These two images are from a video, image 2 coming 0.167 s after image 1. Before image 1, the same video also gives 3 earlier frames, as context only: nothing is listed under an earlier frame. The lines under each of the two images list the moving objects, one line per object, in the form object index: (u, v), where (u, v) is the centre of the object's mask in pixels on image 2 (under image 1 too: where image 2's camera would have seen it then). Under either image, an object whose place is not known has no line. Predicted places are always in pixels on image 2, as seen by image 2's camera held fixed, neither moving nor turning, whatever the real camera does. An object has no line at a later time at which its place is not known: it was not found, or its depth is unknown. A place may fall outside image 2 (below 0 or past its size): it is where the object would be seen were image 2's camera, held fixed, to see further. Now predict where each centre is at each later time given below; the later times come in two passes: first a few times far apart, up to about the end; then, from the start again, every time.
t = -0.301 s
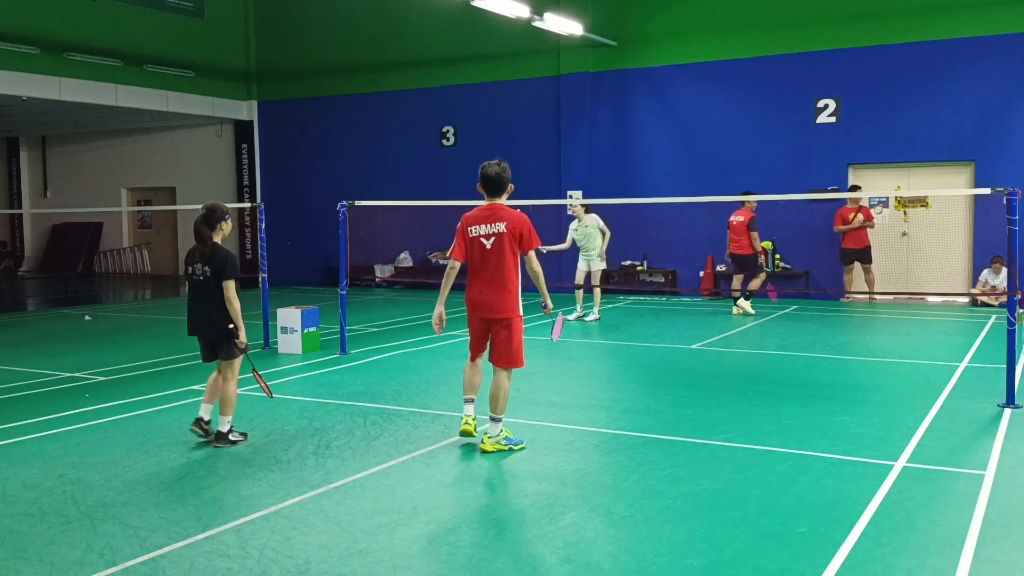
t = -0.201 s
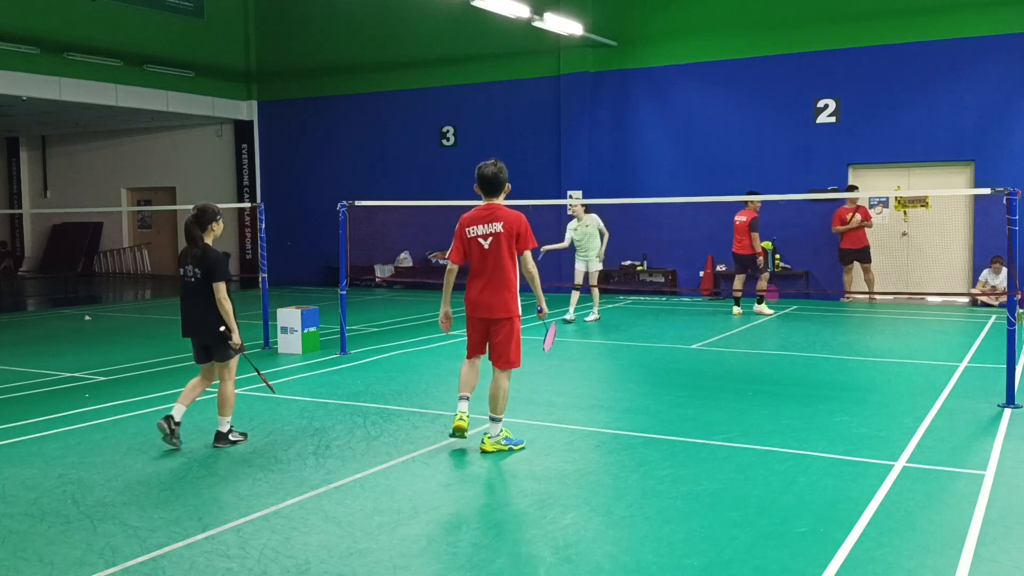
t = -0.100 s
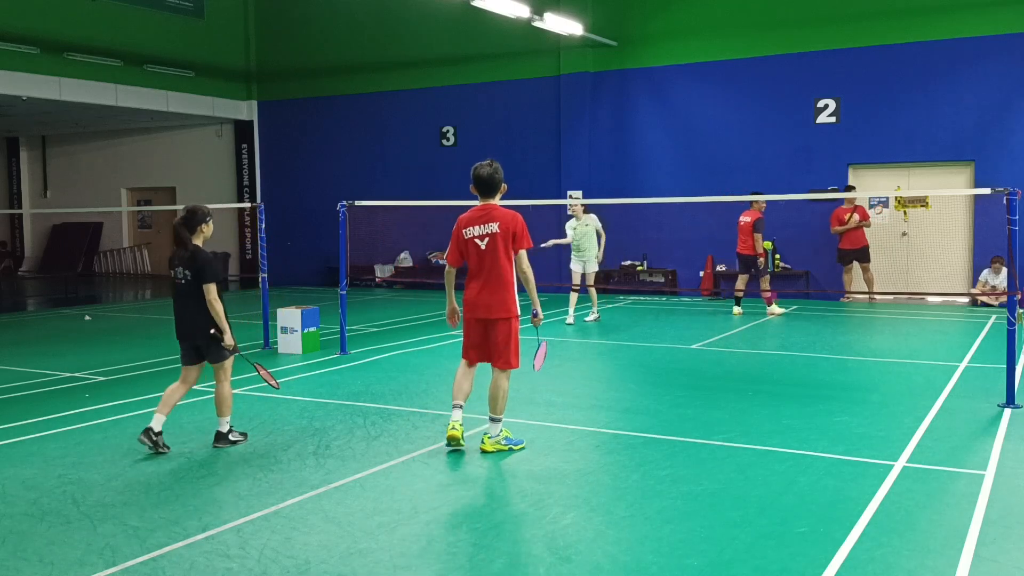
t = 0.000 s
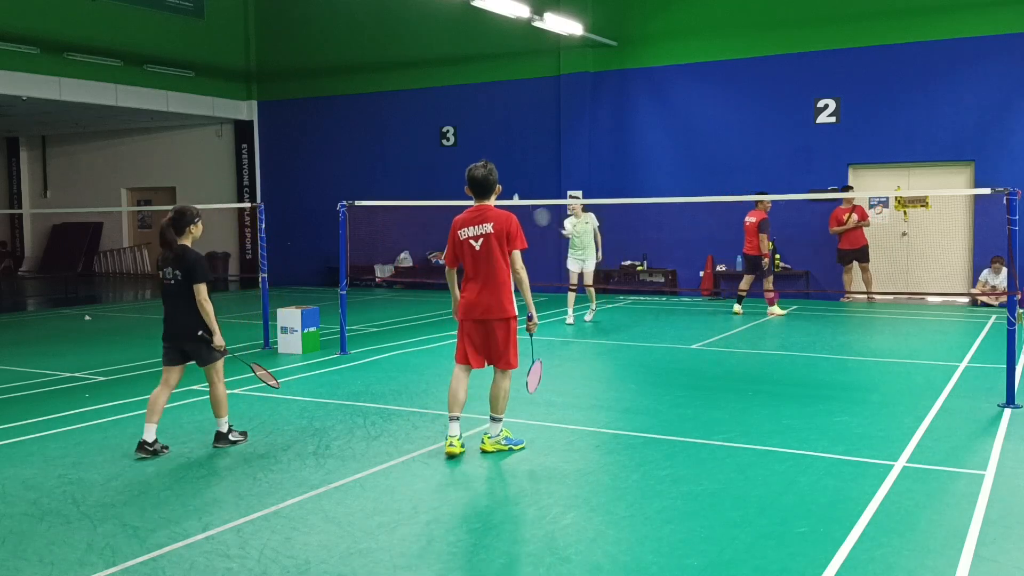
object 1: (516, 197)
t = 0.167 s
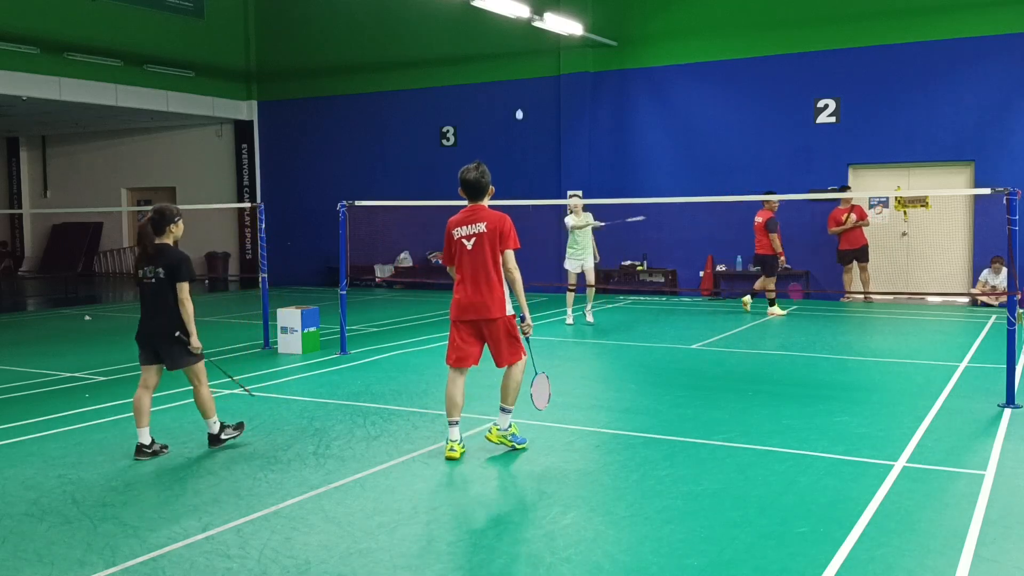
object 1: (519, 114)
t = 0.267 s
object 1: (520, 77)
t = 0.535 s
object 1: (524, 34)
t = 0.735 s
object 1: (523, 62)
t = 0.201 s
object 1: (519, 100)
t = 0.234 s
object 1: (519, 86)
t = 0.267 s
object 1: (520, 77)
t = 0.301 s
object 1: (521, 68)
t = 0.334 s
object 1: (522, 60)
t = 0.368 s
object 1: (522, 53)
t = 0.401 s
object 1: (523, 46)
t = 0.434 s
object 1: (523, 41)
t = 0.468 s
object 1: (524, 38)
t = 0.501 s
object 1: (524, 35)
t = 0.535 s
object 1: (524, 34)
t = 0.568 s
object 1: (524, 35)
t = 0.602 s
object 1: (524, 37)
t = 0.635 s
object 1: (524, 40)
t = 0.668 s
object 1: (524, 46)
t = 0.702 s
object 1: (524, 53)
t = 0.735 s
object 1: (523, 62)
